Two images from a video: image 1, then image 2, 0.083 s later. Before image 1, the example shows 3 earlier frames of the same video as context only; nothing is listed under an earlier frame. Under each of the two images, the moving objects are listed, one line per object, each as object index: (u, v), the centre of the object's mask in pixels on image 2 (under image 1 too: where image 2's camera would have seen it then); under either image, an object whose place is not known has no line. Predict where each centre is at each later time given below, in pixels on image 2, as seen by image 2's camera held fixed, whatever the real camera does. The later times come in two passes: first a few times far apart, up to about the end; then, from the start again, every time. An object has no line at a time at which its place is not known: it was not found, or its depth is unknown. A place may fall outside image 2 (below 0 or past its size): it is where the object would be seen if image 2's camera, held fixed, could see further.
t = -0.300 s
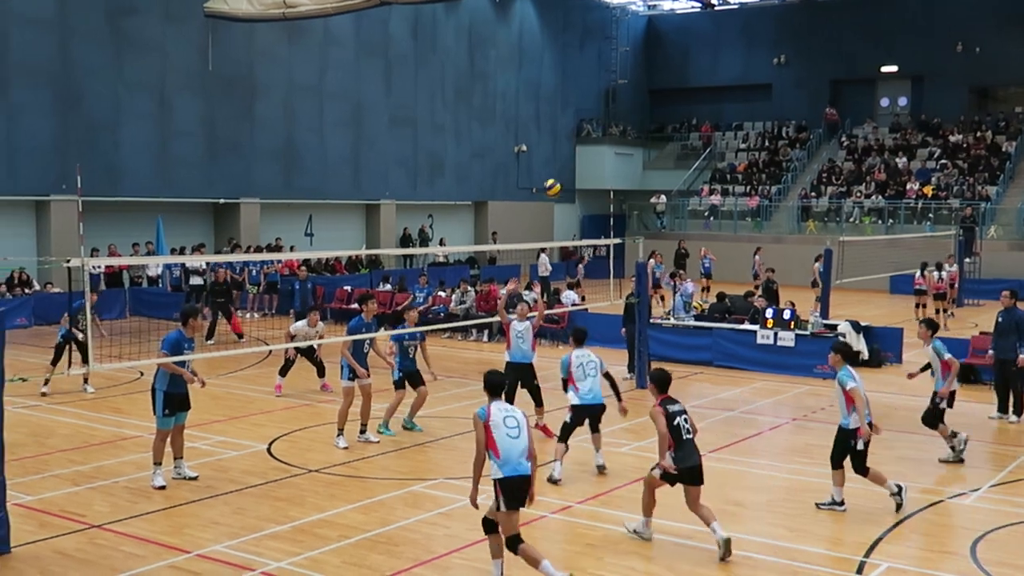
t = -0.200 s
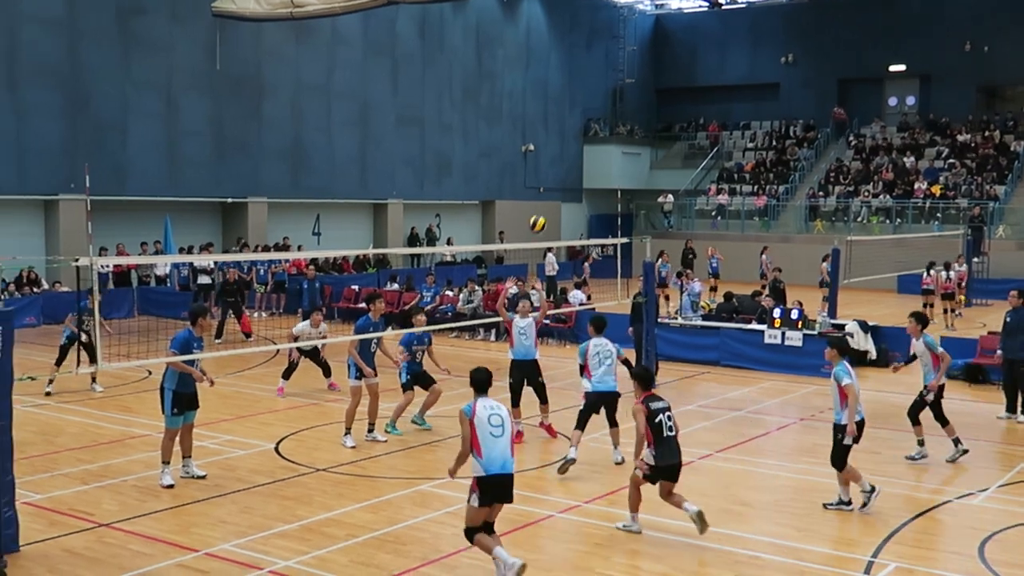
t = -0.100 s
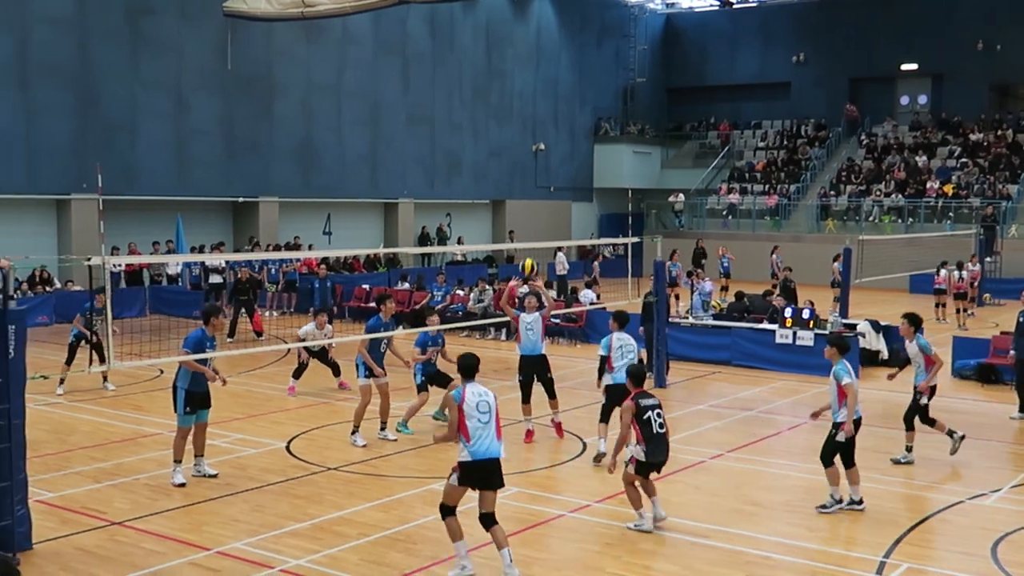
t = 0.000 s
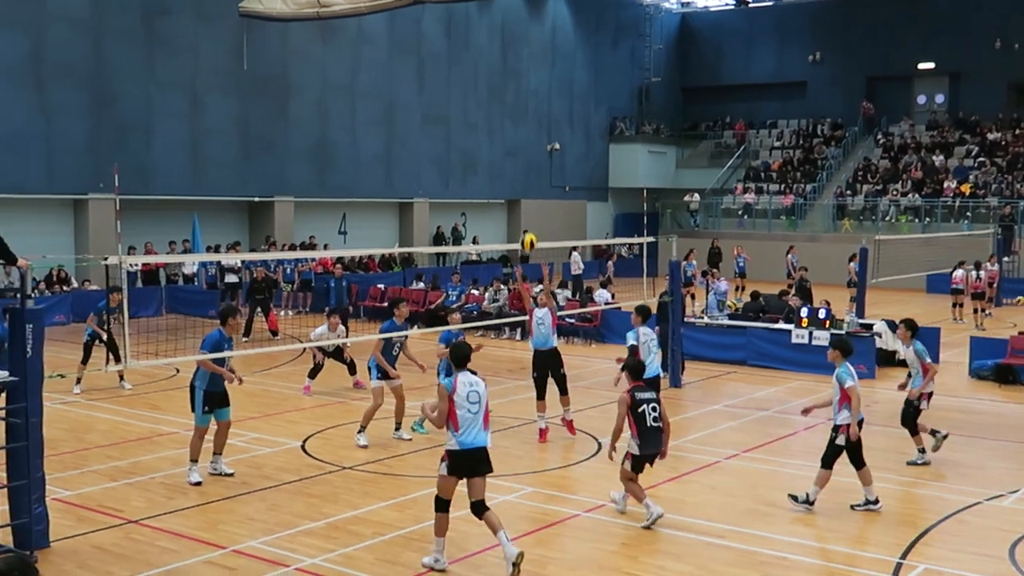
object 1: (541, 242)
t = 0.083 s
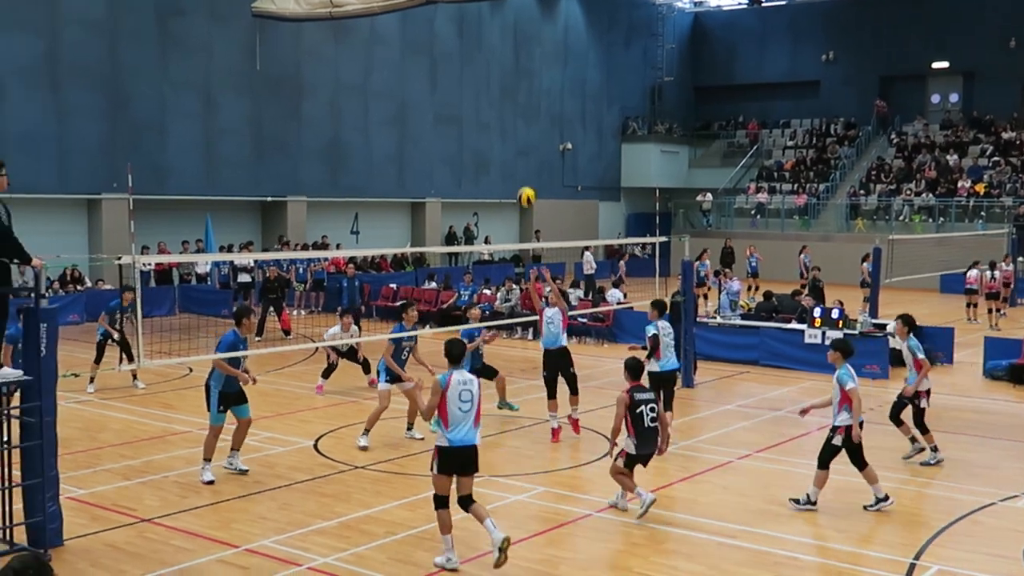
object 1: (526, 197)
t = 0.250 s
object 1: (500, 120)
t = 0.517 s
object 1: (456, 44)
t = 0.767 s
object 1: (410, 29)
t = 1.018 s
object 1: (360, 80)
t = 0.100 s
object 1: (524, 189)
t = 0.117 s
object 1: (521, 180)
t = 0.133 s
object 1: (518, 171)
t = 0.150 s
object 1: (515, 164)
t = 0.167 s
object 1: (513, 156)
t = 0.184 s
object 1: (510, 149)
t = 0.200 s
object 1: (507, 142)
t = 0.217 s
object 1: (505, 134)
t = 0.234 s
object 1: (502, 127)
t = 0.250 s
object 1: (500, 120)
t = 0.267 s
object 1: (497, 114)
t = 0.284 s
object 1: (494, 108)
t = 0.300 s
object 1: (492, 102)
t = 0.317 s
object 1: (489, 96)
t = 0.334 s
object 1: (487, 90)
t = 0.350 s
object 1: (484, 85)
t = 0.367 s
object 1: (481, 79)
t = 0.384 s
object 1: (478, 75)
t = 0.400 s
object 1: (476, 70)
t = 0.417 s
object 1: (473, 65)
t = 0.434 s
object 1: (470, 61)
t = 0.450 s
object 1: (467, 57)
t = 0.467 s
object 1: (465, 53)
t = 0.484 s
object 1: (462, 50)
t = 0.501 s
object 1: (459, 47)
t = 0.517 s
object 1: (456, 44)
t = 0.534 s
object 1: (453, 41)
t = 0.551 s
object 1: (450, 38)
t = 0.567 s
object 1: (447, 36)
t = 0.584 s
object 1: (444, 34)
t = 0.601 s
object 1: (441, 32)
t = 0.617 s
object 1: (438, 30)
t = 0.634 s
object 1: (435, 29)
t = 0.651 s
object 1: (432, 27)
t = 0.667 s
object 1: (429, 27)
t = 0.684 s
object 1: (426, 27)
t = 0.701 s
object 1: (423, 27)
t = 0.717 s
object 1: (420, 27)
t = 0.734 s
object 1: (417, 27)
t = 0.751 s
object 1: (413, 28)
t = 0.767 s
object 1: (410, 29)
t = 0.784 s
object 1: (407, 30)
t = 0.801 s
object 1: (404, 31)
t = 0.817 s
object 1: (401, 33)
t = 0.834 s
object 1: (397, 36)
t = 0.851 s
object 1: (394, 38)
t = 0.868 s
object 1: (391, 41)
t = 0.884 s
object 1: (387, 44)
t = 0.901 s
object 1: (383, 47)
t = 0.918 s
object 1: (380, 51)
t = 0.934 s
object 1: (377, 55)
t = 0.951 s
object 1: (374, 60)
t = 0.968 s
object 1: (370, 64)
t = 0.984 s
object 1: (367, 69)
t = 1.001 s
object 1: (363, 75)
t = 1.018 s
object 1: (360, 80)
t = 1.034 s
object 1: (356, 86)
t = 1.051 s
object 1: (353, 92)
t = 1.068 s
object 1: (349, 99)
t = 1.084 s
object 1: (345, 106)
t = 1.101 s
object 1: (342, 114)
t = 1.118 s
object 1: (338, 122)
